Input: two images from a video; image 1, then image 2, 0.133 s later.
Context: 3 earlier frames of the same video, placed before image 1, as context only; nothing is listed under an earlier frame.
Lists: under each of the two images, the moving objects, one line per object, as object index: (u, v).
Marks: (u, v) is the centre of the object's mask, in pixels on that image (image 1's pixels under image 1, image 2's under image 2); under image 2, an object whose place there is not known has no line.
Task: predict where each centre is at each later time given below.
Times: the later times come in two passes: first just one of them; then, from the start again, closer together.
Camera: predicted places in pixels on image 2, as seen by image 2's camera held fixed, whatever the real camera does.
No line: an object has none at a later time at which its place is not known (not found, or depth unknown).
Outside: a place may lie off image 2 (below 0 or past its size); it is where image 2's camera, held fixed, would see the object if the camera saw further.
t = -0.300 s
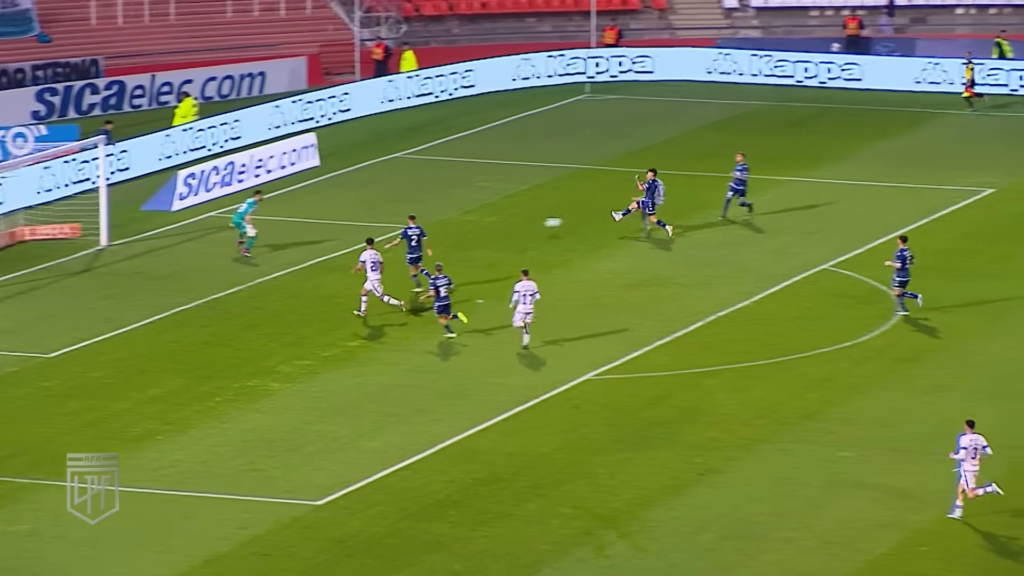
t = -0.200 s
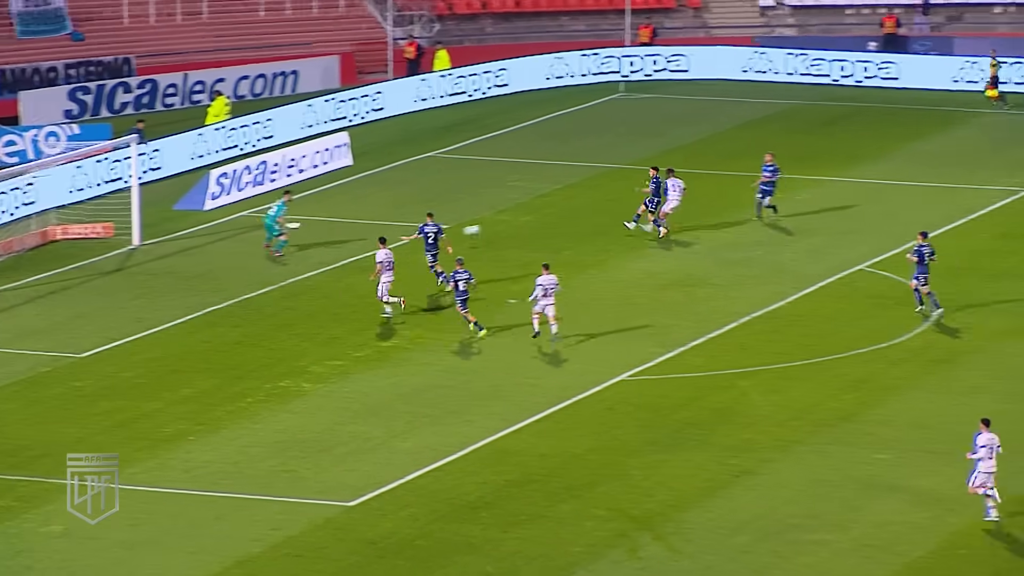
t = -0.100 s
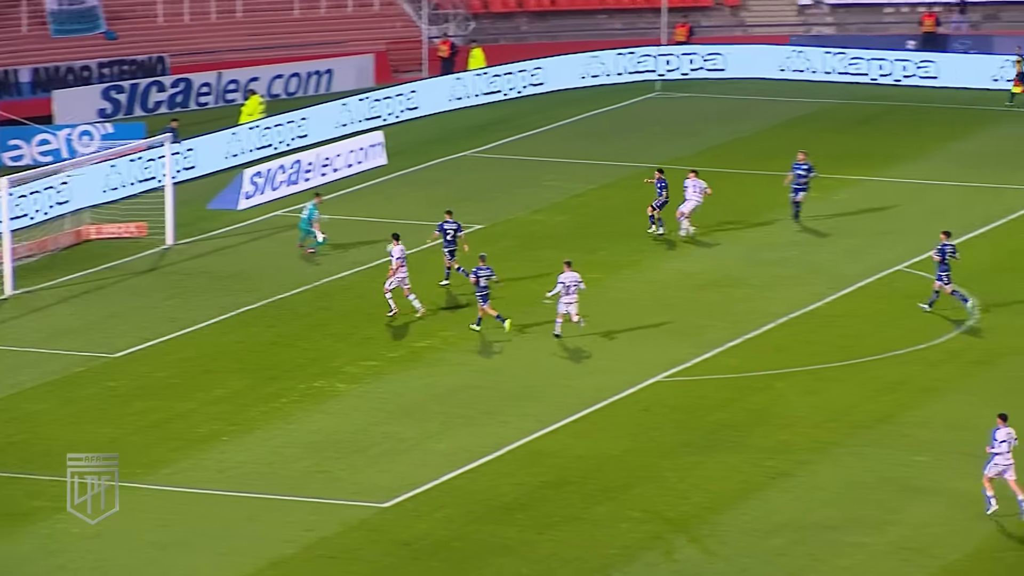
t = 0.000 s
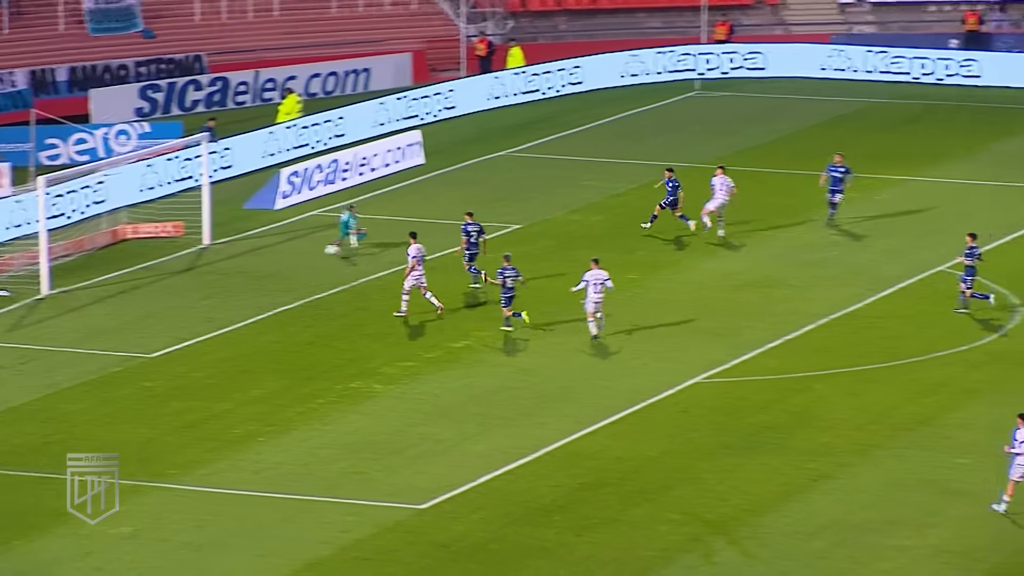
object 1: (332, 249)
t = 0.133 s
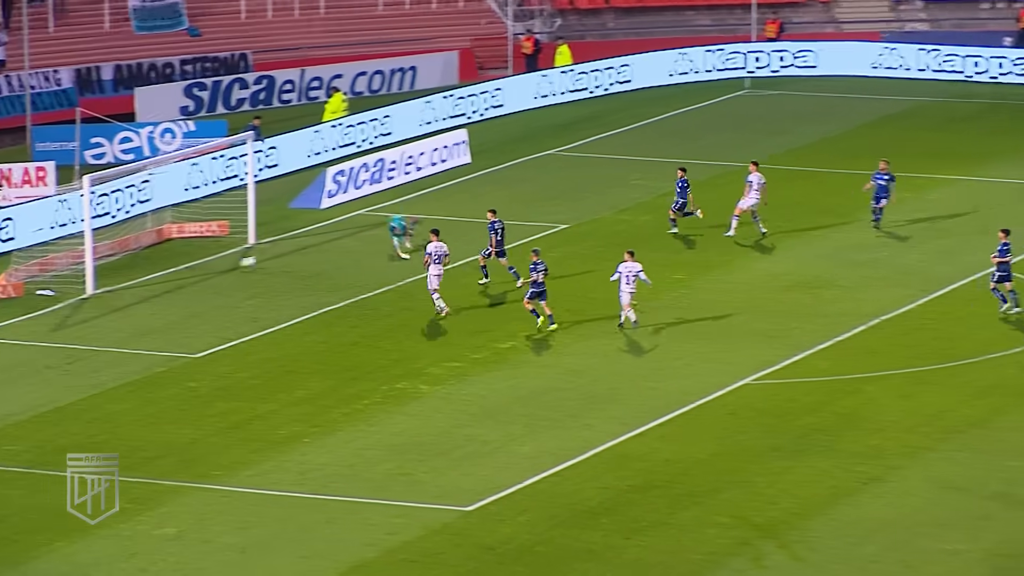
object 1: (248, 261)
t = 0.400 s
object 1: (23, 282)
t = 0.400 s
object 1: (23, 282)
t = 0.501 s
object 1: (1, 269)
